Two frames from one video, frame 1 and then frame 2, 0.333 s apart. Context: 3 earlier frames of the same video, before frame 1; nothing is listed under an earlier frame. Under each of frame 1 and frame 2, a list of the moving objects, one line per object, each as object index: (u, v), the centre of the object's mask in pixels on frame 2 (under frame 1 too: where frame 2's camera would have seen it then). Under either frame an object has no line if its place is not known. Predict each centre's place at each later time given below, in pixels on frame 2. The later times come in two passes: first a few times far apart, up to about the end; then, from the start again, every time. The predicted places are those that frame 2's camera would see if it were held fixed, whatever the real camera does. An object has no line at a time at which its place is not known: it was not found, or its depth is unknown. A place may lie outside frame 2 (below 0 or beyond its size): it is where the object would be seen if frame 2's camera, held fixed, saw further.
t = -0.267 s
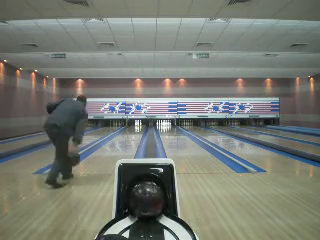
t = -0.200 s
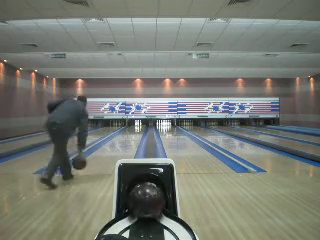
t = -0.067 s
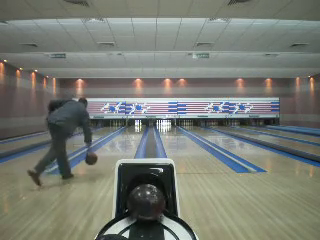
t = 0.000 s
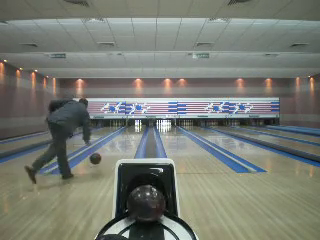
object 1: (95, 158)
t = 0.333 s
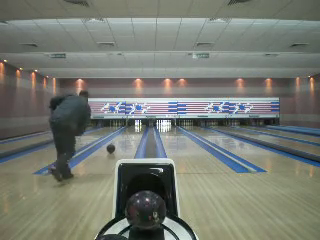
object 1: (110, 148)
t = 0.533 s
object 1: (116, 144)
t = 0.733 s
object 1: (120, 140)
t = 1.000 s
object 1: (125, 136)
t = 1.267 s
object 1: (129, 133)
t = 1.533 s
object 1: (131, 131)
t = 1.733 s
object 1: (133, 130)
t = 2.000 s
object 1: (135, 128)
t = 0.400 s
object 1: (112, 147)
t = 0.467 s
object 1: (114, 145)
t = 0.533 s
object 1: (116, 144)
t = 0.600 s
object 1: (117, 143)
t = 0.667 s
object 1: (119, 141)
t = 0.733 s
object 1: (120, 140)
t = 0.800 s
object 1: (122, 139)
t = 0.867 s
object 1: (123, 138)
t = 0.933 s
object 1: (124, 137)
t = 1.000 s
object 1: (125, 136)
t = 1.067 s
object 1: (126, 135)
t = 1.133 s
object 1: (127, 135)
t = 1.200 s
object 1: (128, 134)
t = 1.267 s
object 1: (129, 133)
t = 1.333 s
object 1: (129, 132)
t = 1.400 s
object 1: (130, 132)
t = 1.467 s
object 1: (130, 132)
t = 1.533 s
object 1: (131, 131)
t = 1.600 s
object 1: (132, 131)
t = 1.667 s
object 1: (132, 130)
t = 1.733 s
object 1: (133, 130)
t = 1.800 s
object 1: (133, 129)
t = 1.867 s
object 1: (134, 129)
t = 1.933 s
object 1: (134, 128)
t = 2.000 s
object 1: (135, 128)
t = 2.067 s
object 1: (135, 128)
